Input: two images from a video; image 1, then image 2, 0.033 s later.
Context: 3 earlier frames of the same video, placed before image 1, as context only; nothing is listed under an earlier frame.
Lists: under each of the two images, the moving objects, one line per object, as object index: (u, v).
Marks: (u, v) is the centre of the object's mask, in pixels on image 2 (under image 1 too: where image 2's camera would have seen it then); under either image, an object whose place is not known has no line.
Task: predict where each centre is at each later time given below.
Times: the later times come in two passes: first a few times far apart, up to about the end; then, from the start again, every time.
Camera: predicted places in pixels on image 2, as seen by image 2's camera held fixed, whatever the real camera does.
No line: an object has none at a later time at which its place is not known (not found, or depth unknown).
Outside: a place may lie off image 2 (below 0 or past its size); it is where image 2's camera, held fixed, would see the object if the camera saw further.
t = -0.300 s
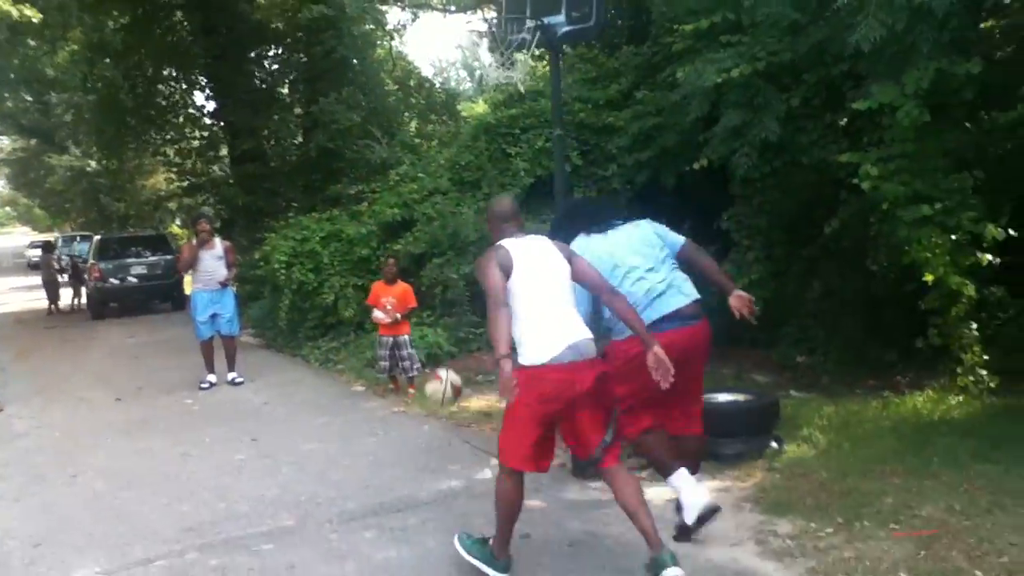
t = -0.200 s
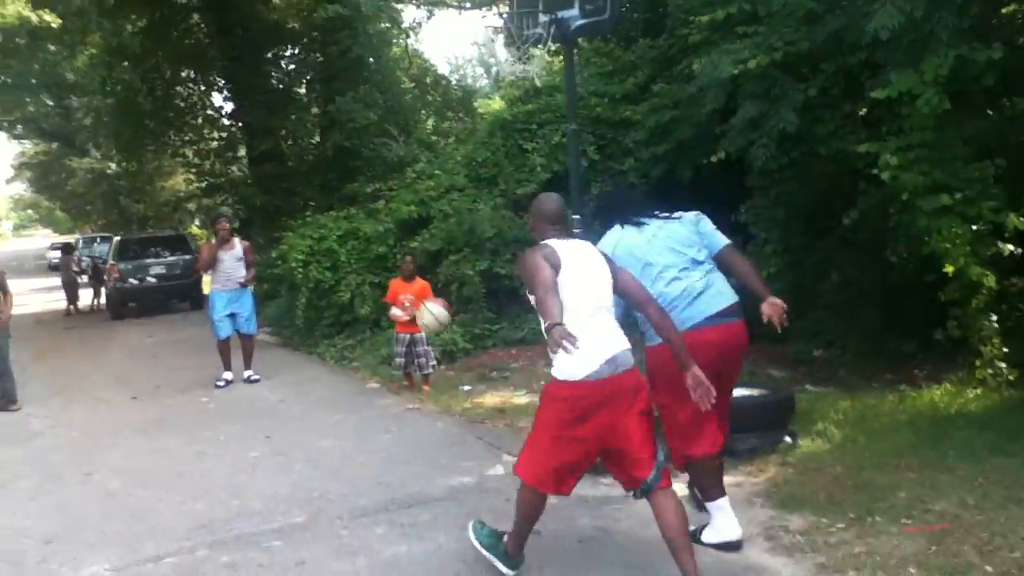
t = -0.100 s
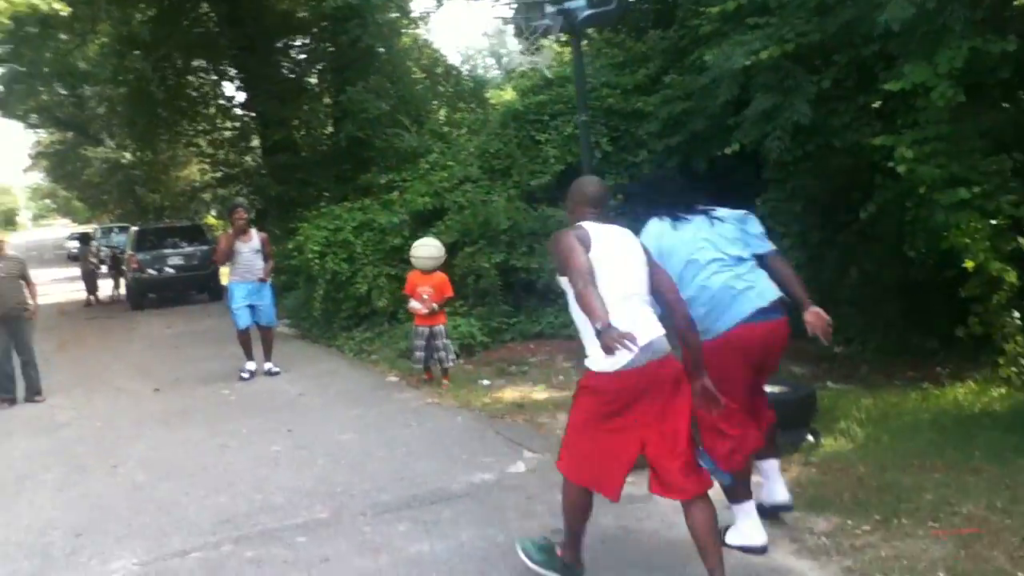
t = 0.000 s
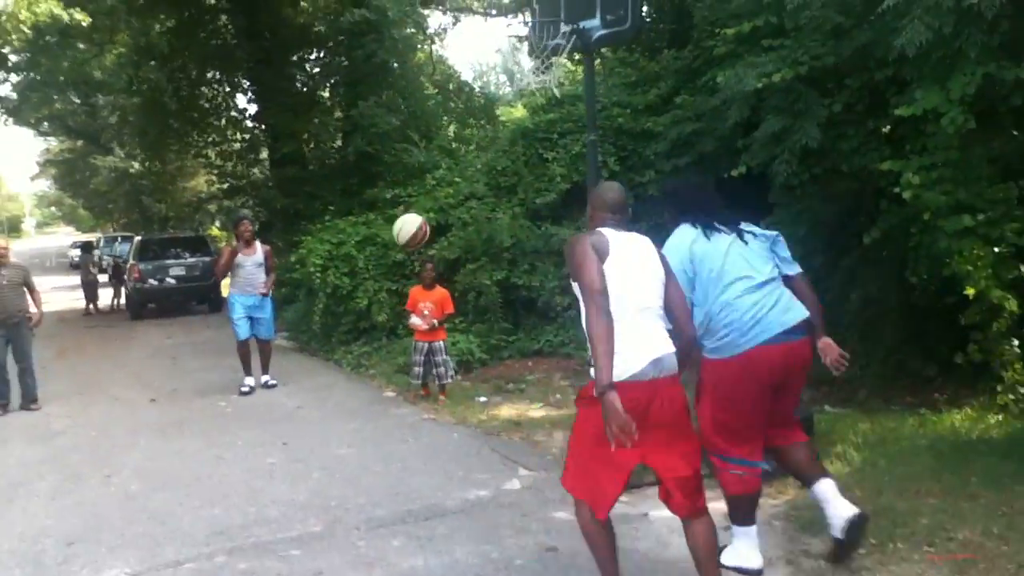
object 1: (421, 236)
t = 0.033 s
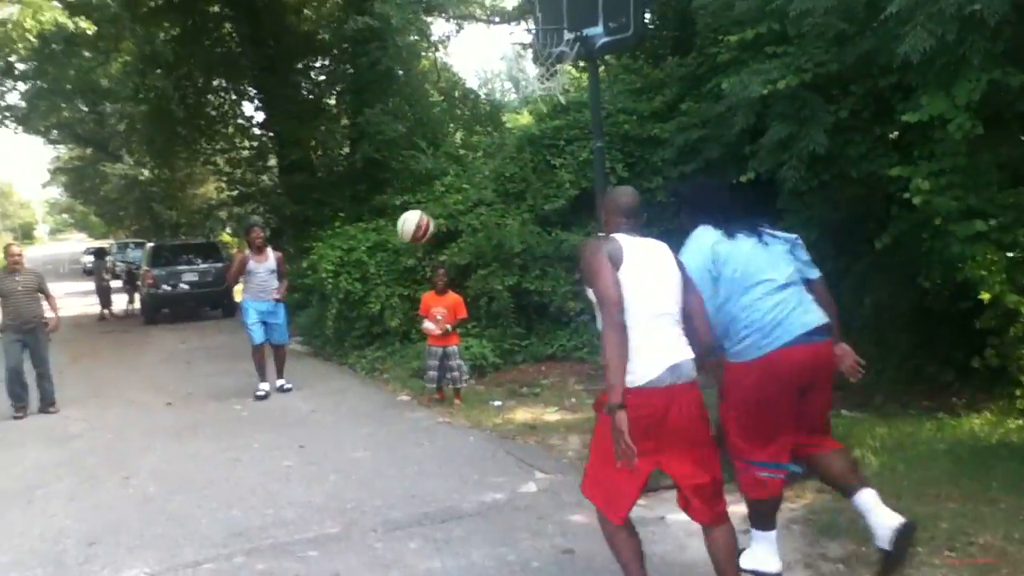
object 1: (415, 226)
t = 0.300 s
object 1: (376, 209)
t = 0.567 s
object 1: (355, 290)
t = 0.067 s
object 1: (409, 218)
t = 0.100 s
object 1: (403, 213)
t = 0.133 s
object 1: (397, 208)
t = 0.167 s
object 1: (393, 204)
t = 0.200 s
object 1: (388, 204)
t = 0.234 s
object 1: (384, 204)
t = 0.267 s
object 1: (380, 206)
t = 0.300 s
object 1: (376, 209)
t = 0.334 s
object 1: (373, 214)
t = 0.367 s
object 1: (369, 221)
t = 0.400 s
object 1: (366, 229)
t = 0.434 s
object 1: (363, 238)
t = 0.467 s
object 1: (360, 248)
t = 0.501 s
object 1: (357, 260)
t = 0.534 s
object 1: (357, 275)
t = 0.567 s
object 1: (355, 290)
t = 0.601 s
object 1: (354, 305)
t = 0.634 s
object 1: (351, 321)
